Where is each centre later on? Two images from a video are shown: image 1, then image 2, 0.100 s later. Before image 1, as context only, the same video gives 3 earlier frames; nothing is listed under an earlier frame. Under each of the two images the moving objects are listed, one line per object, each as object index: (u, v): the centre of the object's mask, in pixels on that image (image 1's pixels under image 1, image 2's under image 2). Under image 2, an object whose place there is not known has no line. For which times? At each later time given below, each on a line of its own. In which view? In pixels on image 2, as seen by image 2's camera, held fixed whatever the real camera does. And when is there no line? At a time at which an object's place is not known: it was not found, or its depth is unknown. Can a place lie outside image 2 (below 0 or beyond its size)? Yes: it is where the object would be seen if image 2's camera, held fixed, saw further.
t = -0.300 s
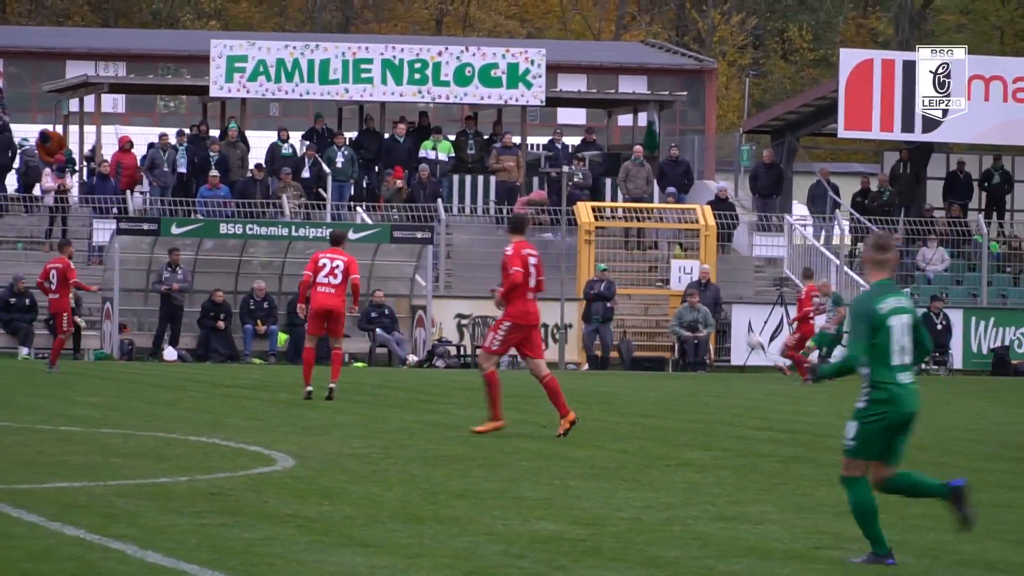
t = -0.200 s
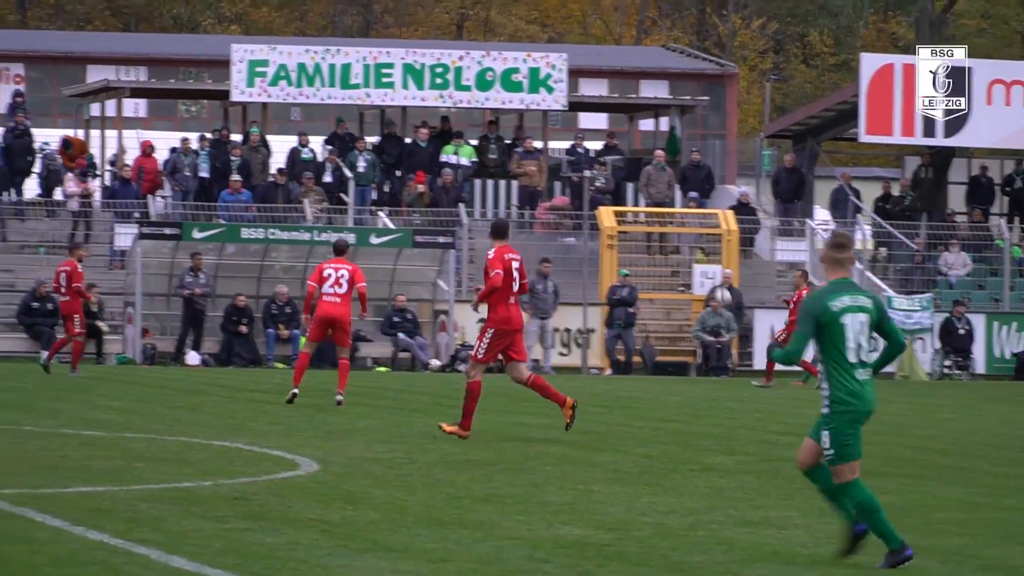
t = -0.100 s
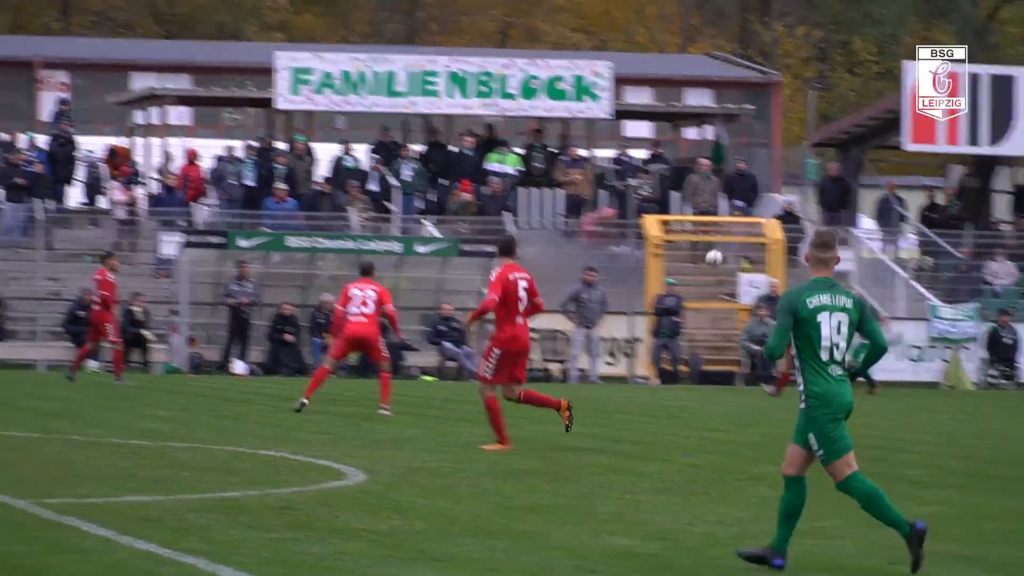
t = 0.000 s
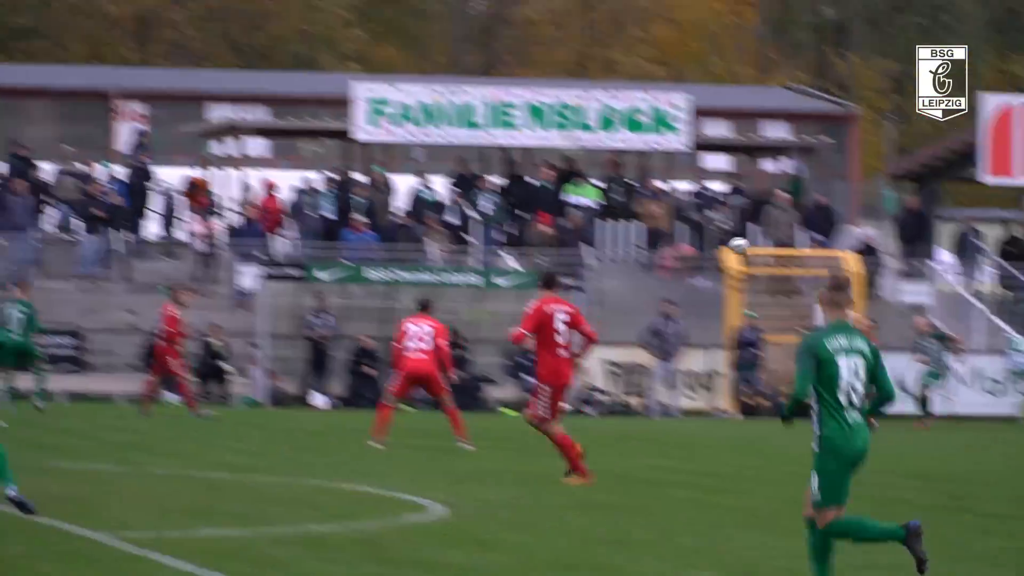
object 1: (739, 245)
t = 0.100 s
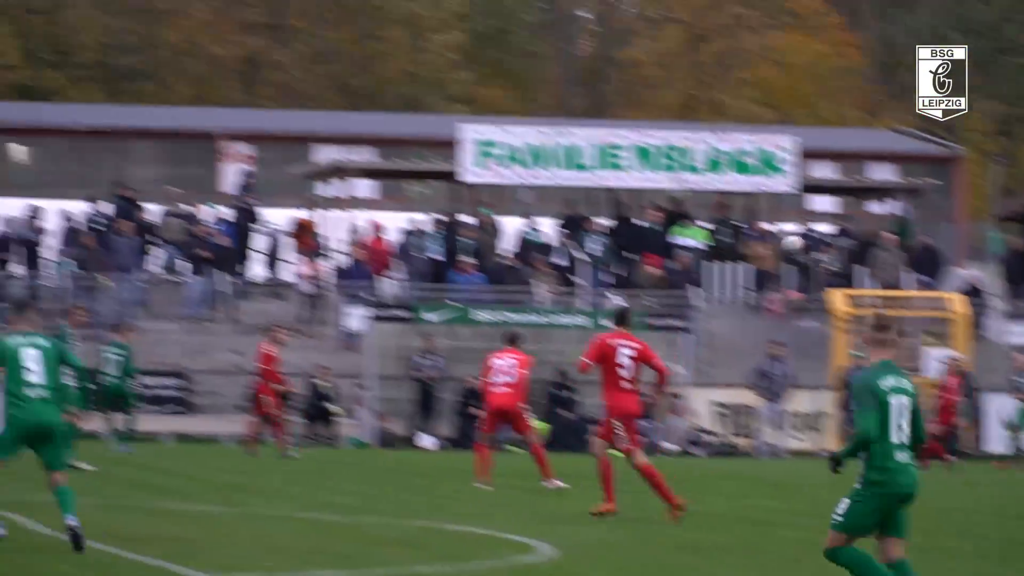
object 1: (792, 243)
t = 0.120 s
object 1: (783, 234)
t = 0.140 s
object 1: (773, 227)
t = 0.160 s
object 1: (765, 219)
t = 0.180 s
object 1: (756, 212)
